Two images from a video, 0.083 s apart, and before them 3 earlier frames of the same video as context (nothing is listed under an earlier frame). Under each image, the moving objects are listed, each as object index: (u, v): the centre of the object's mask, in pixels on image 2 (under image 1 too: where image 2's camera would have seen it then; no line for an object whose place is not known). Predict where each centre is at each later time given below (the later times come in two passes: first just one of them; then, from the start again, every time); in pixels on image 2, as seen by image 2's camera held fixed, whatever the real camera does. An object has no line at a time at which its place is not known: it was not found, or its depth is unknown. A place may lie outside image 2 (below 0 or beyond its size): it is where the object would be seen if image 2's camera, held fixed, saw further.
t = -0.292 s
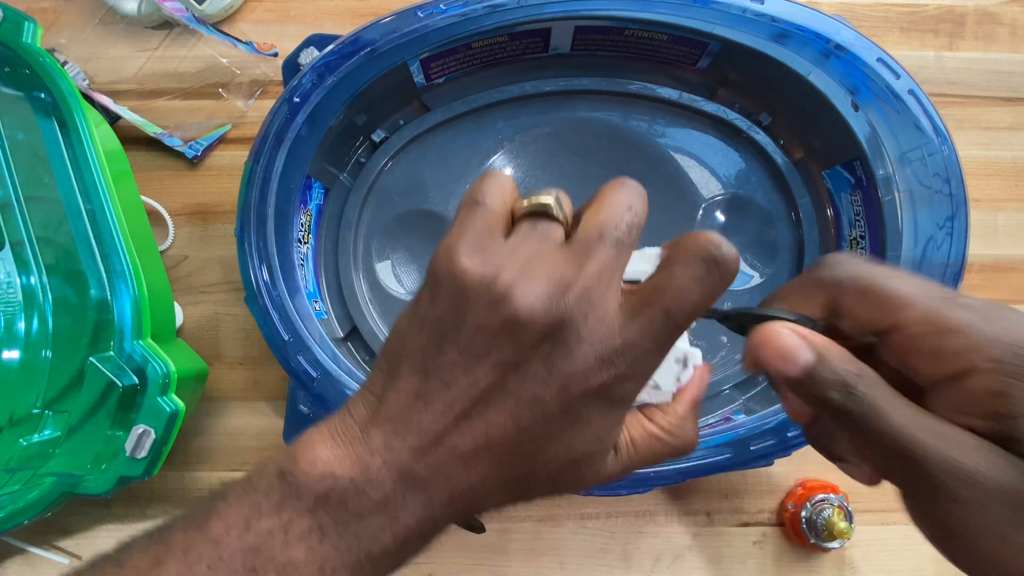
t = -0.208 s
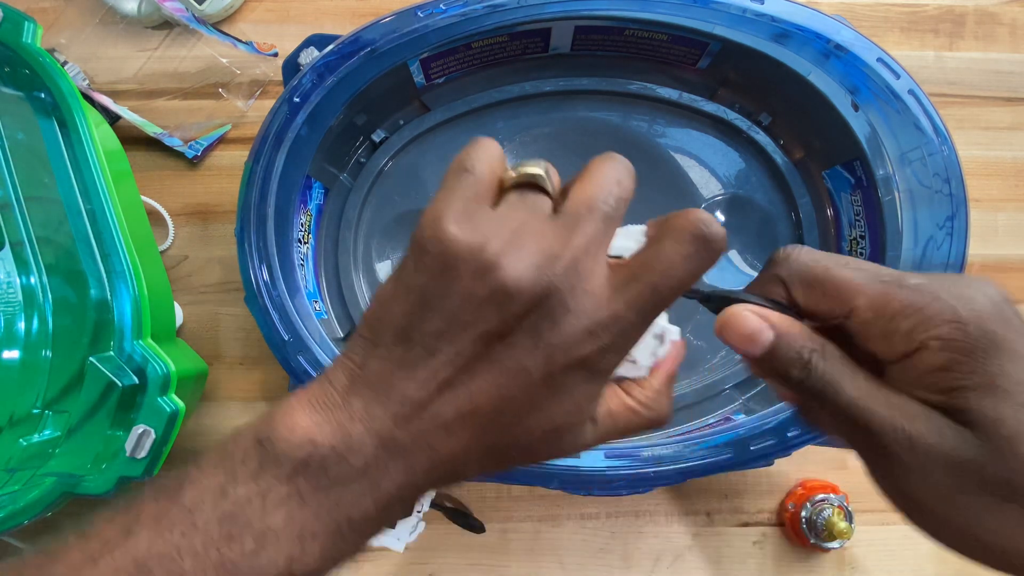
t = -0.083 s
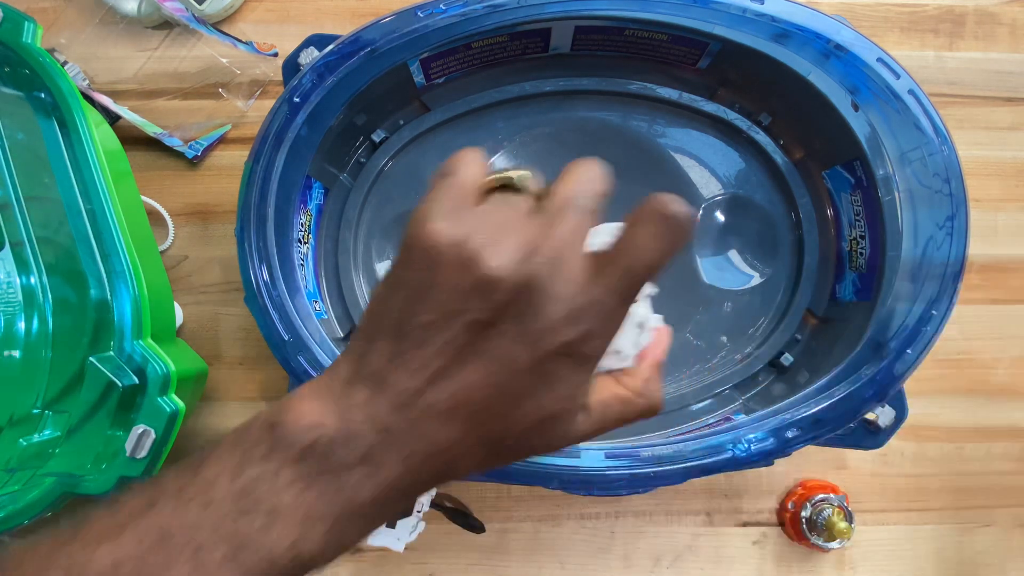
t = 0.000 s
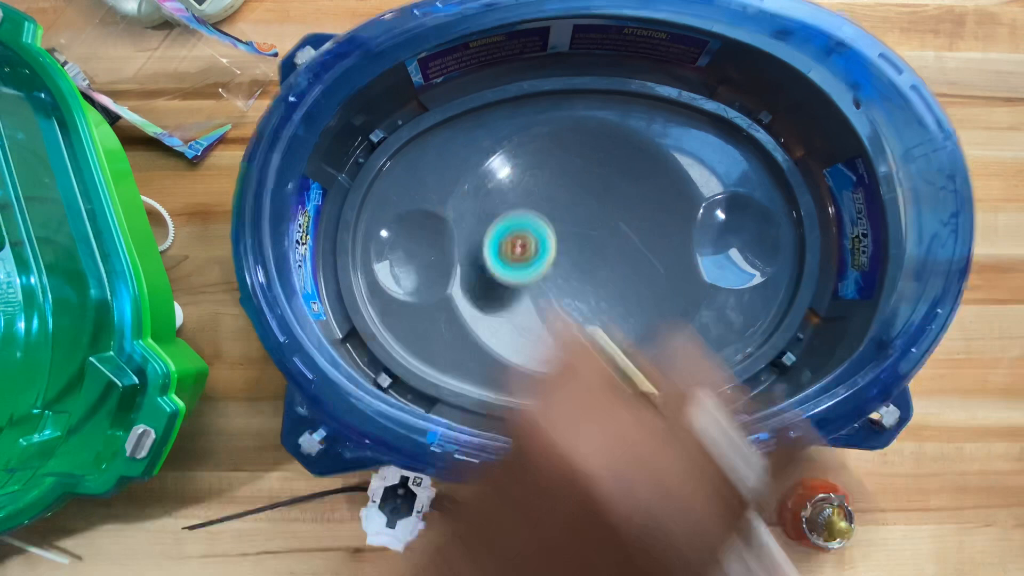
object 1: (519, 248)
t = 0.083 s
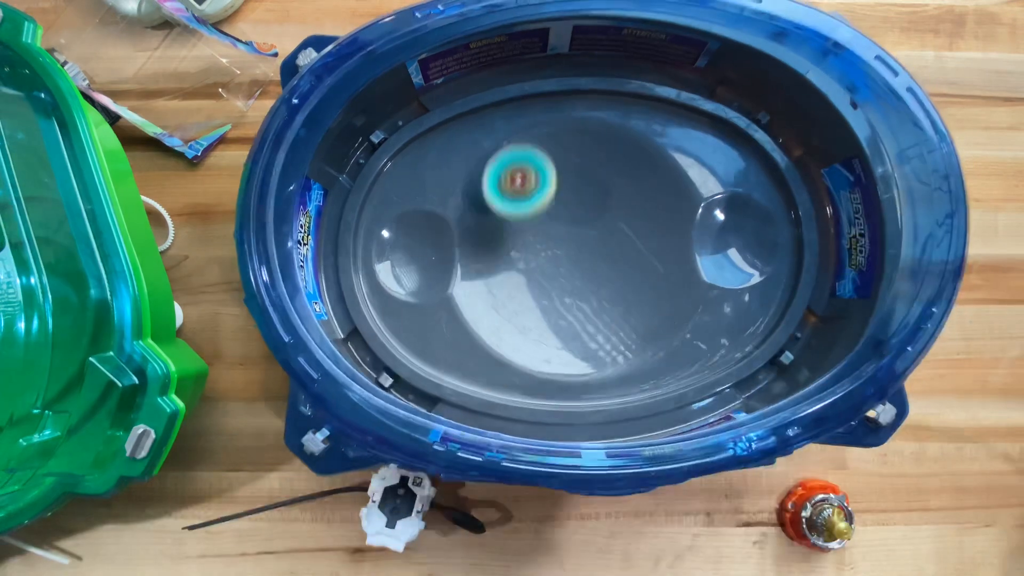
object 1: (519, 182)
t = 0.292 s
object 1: (570, 146)
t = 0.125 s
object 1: (522, 159)
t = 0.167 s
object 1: (533, 142)
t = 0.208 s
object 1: (543, 134)
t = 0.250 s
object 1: (556, 136)
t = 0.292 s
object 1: (570, 146)
